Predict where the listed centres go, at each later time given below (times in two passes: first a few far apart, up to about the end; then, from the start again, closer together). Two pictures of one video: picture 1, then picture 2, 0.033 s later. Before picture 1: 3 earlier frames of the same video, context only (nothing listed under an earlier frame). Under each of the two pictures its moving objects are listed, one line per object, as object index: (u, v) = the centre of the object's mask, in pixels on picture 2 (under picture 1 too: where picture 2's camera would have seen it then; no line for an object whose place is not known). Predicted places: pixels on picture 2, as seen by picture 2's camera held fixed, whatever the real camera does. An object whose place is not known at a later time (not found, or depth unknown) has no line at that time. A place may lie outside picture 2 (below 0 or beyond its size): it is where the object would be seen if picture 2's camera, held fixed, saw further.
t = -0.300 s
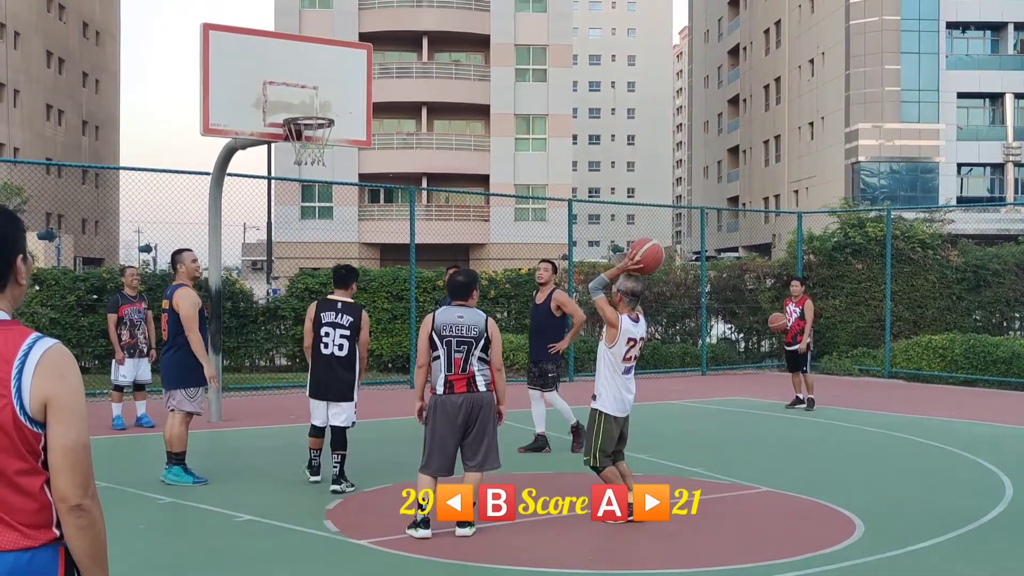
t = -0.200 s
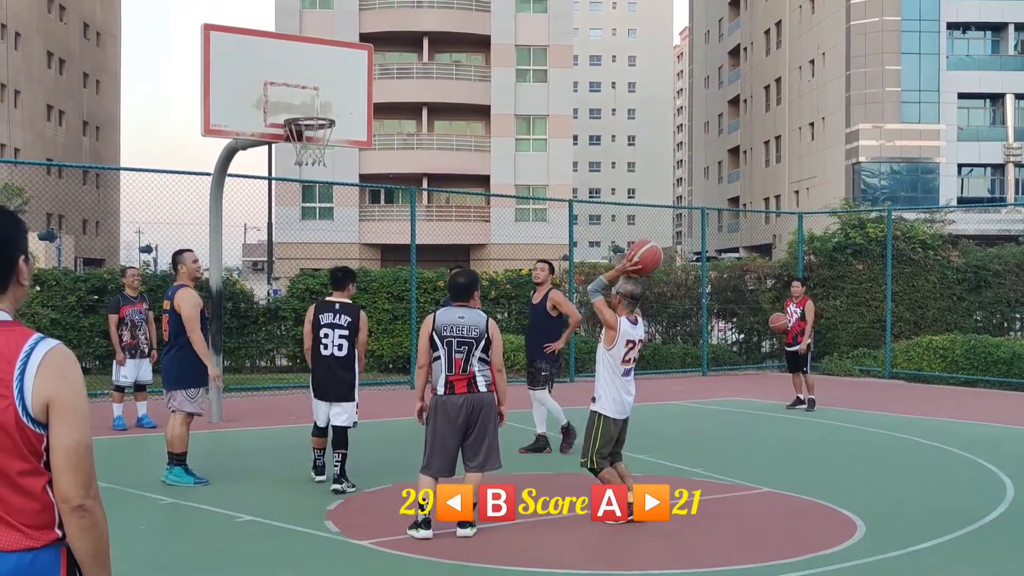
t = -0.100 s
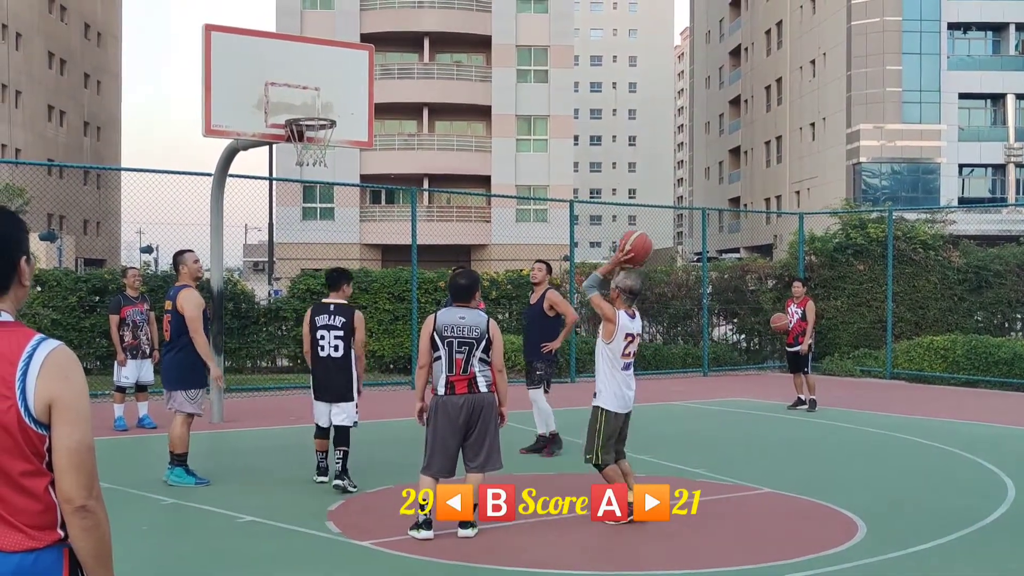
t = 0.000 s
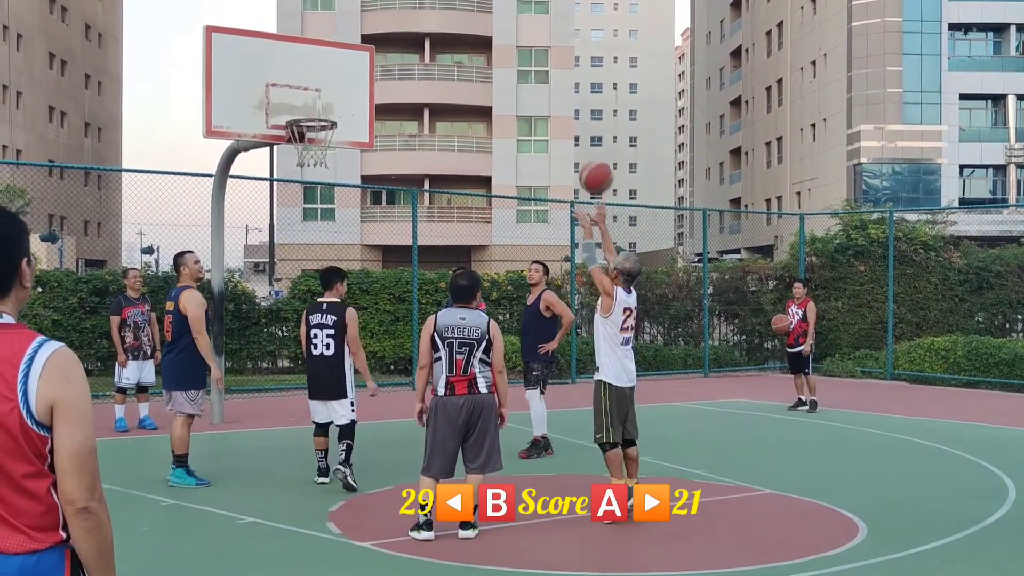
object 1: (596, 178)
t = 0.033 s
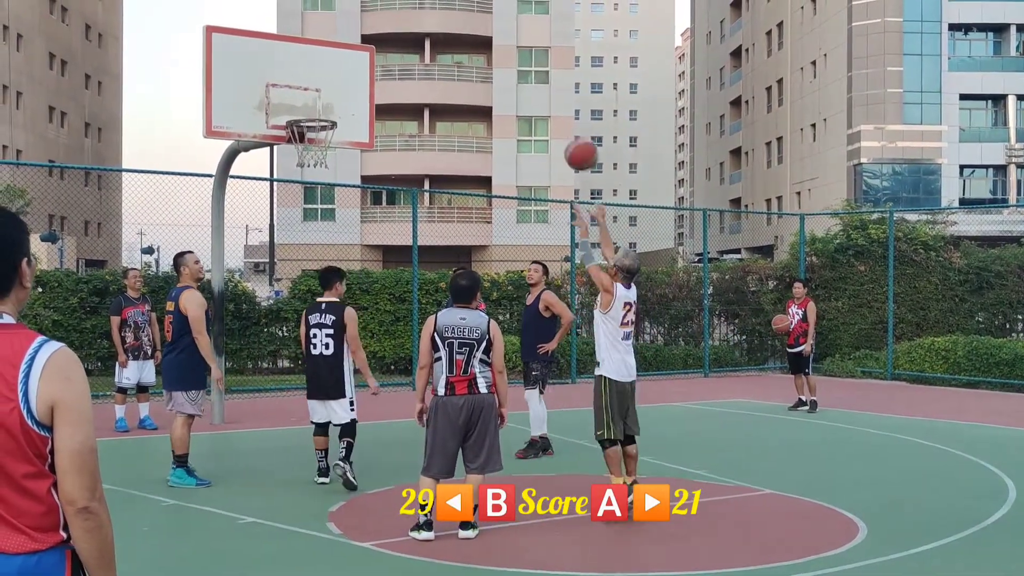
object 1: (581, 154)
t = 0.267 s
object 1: (488, 48)
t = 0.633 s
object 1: (375, 39)
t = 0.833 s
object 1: (325, 94)
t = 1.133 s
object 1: (305, 120)
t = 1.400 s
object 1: (334, 149)
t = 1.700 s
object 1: (335, 210)
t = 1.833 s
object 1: (335, 262)
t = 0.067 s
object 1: (567, 134)
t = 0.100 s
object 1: (553, 114)
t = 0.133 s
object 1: (539, 98)
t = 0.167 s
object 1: (525, 83)
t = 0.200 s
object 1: (513, 69)
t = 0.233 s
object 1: (500, 58)
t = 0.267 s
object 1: (488, 48)
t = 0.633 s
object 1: (375, 39)
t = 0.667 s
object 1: (366, 46)
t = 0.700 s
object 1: (358, 54)
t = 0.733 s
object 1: (349, 62)
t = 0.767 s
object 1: (341, 72)
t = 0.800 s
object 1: (333, 82)
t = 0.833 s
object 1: (325, 94)
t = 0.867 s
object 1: (318, 107)
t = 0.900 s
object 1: (310, 119)
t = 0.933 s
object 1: (309, 120)
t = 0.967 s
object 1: (308, 122)
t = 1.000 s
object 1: (312, 120)
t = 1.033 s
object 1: (317, 123)
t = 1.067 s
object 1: (316, 123)
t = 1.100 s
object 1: (311, 121)
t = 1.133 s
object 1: (305, 120)
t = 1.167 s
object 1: (307, 122)
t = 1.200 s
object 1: (308, 130)
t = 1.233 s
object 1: (318, 132)
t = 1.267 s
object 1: (321, 137)
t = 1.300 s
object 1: (328, 144)
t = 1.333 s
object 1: (331, 147)
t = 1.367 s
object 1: (333, 147)
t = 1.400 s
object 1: (334, 149)
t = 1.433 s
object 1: (334, 152)
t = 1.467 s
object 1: (334, 155)
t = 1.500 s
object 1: (334, 159)
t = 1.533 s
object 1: (334, 166)
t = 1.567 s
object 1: (335, 172)
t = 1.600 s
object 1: (335, 180)
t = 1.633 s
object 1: (335, 189)
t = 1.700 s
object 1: (335, 210)
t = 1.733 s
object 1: (336, 222)
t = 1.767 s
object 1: (335, 235)
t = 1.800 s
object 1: (336, 250)
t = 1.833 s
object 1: (335, 262)
